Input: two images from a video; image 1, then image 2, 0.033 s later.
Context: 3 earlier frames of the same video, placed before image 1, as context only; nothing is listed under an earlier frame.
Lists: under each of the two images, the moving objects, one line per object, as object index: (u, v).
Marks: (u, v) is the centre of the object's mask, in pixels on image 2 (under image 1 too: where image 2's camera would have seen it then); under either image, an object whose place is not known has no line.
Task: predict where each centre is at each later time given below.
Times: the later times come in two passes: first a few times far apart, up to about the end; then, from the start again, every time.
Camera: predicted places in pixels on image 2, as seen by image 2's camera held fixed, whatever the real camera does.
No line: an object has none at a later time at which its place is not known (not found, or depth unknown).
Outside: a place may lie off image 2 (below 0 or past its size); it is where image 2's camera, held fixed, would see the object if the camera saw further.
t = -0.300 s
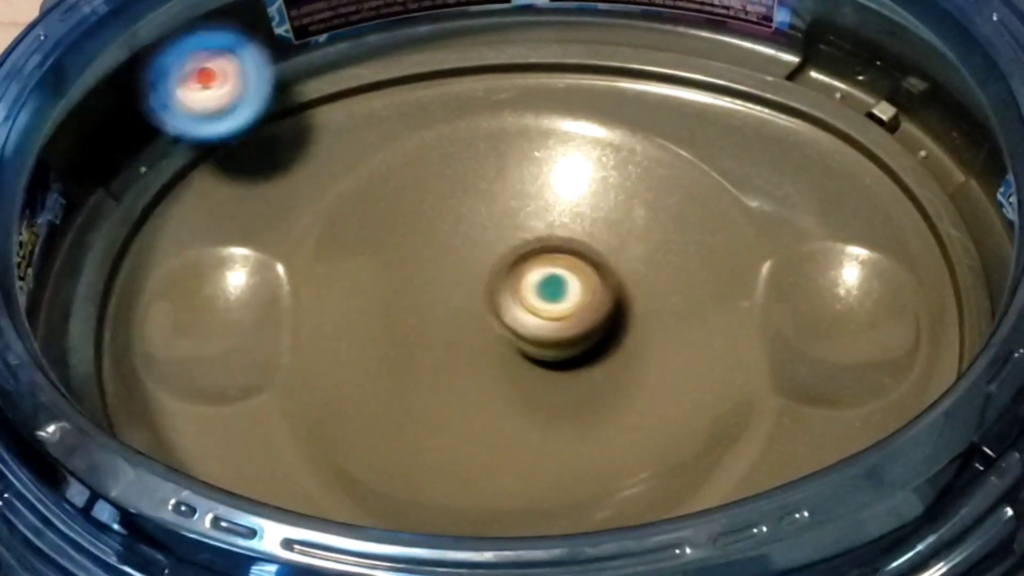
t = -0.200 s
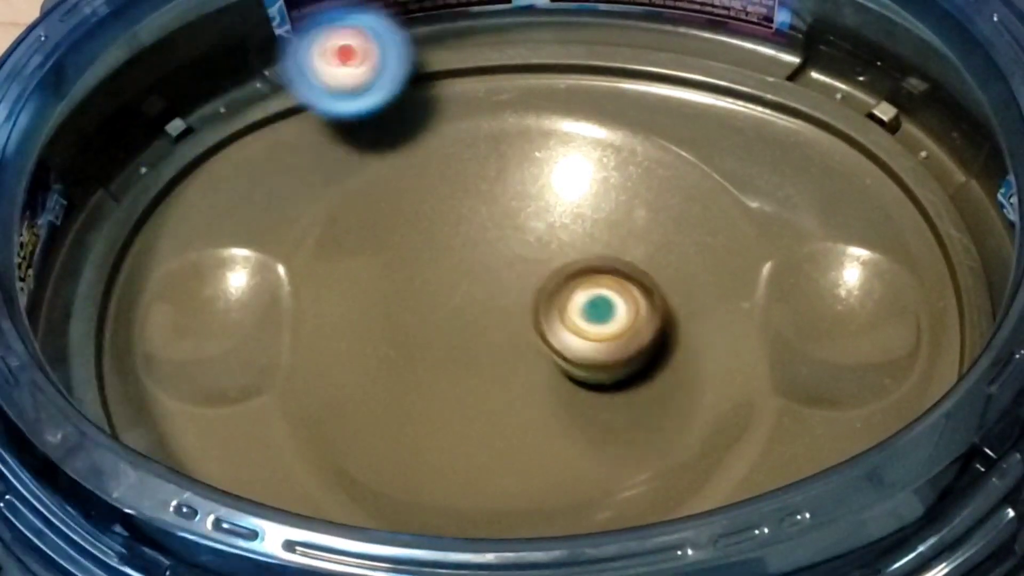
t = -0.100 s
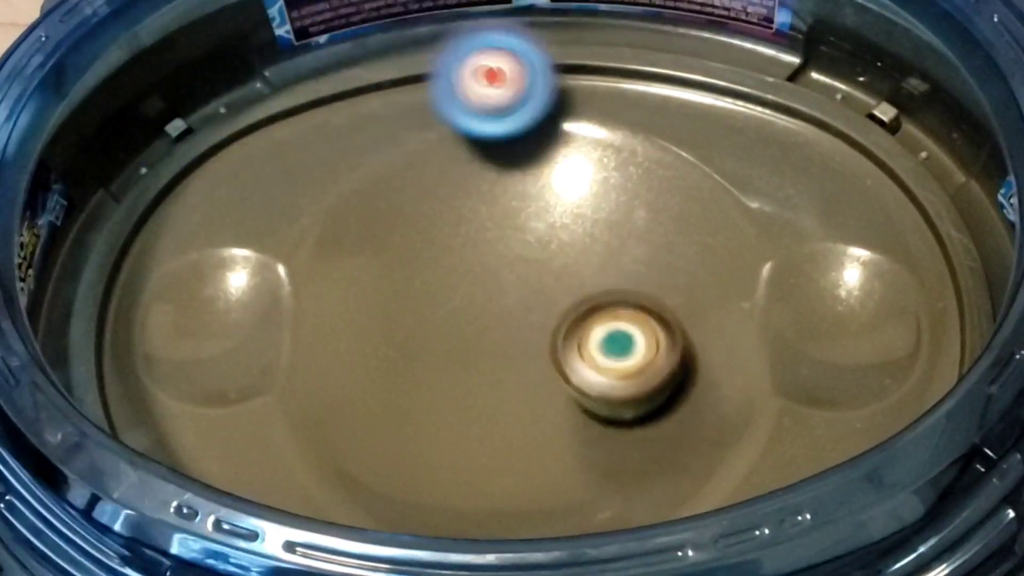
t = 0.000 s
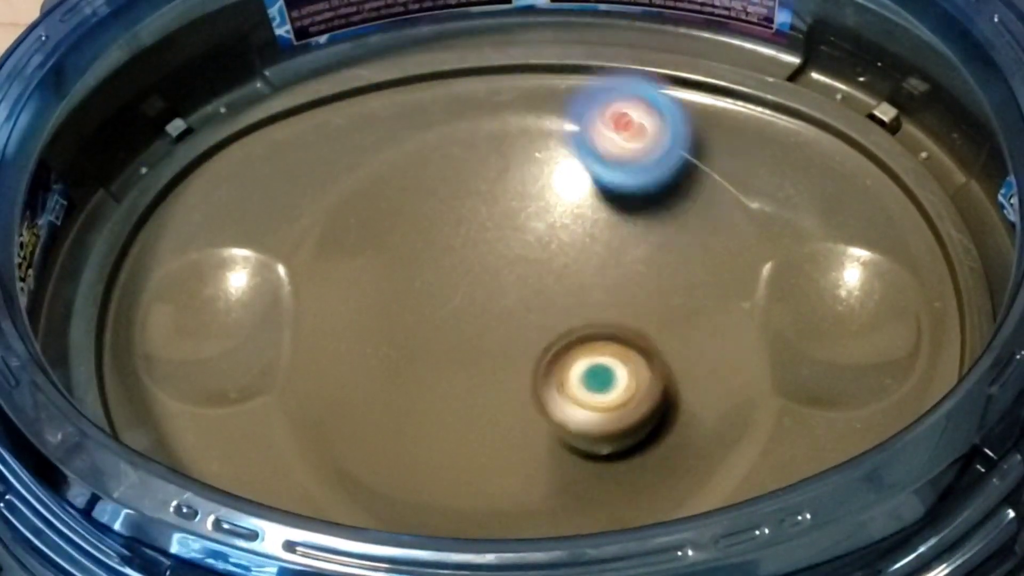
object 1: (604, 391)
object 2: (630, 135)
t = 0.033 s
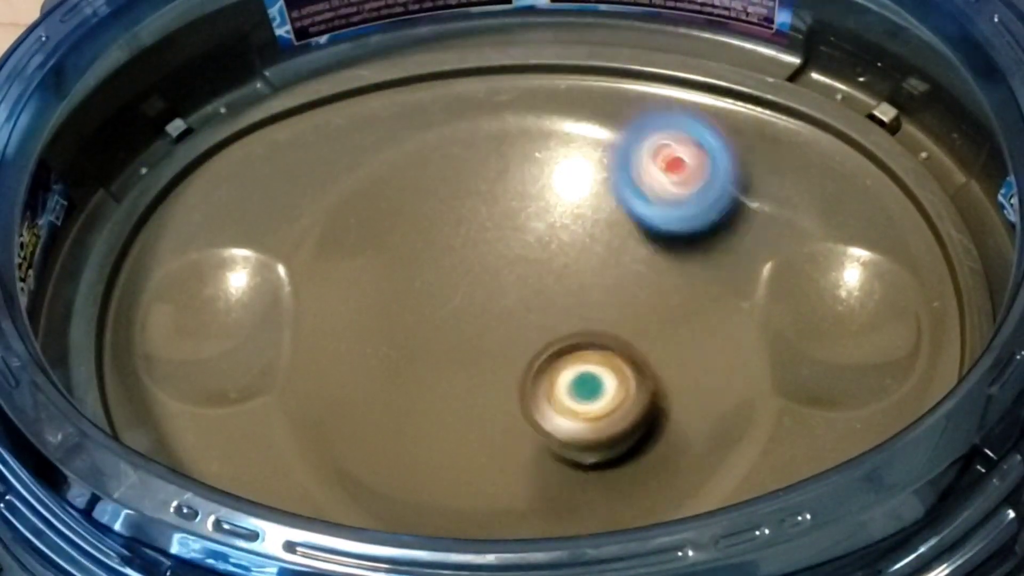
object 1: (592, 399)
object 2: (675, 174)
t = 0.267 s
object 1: (504, 376)
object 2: (660, 526)
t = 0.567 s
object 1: (574, 299)
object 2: (247, 109)
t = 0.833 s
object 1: (599, 349)
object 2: (505, 256)
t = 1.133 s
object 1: (581, 417)
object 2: (507, 274)
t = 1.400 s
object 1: (516, 366)
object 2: (454, 186)
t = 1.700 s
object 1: (569, 344)
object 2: (547, 208)
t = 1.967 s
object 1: (547, 366)
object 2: (456, 248)
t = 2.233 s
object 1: (559, 344)
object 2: (362, 218)
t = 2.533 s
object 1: (582, 346)
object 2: (438, 243)
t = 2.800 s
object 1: (606, 365)
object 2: (336, 296)
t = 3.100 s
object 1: (591, 337)
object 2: (361, 312)
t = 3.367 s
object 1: (629, 328)
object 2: (168, 331)
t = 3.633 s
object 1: (511, 336)
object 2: (241, 298)
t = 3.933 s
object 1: (542, 270)
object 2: (471, 424)
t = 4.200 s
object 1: (523, 299)
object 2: (614, 423)
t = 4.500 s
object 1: (417, 318)
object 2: (693, 249)
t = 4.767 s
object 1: (444, 340)
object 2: (585, 301)
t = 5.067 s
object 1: (469, 369)
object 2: (570, 277)
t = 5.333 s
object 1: (505, 399)
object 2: (523, 204)
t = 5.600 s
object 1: (584, 373)
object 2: (451, 307)
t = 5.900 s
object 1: (648, 340)
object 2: (499, 332)
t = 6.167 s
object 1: (607, 314)
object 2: (455, 258)
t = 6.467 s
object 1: (520, 229)
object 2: (412, 311)
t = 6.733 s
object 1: (502, 247)
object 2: (457, 404)
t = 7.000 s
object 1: (450, 327)
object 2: (526, 406)
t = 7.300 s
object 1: (418, 355)
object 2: (635, 301)
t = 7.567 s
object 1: (501, 367)
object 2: (586, 265)
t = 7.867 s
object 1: (582, 394)
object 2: (451, 214)
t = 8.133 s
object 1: (603, 338)
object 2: (459, 320)
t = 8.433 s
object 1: (583, 276)
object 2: (499, 431)
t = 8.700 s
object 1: (516, 261)
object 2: (599, 353)
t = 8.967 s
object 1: (463, 302)
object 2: (617, 318)
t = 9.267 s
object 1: (432, 373)
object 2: (503, 259)
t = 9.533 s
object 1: (500, 404)
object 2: (472, 276)
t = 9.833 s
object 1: (621, 390)
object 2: (501, 323)
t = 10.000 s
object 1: (727, 337)
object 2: (441, 331)
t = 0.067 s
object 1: (578, 405)
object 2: (712, 224)
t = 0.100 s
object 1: (561, 409)
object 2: (739, 284)
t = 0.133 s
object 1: (546, 409)
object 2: (751, 350)
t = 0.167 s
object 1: (533, 406)
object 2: (749, 417)
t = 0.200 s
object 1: (520, 400)
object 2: (735, 484)
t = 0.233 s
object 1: (510, 391)
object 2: (719, 532)
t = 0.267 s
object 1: (504, 376)
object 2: (660, 526)
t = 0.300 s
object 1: (502, 364)
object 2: (595, 499)
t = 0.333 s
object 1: (504, 350)
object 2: (538, 489)
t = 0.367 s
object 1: (507, 333)
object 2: (478, 457)
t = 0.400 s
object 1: (516, 326)
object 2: (419, 412)
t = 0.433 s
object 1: (525, 317)
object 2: (363, 356)
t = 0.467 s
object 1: (537, 307)
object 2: (318, 289)
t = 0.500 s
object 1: (549, 301)
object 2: (287, 219)
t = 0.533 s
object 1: (562, 298)
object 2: (264, 161)
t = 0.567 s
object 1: (574, 299)
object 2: (247, 109)
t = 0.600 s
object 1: (587, 304)
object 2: (270, 118)
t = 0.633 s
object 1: (594, 307)
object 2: (301, 140)
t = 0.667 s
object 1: (598, 314)
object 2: (324, 153)
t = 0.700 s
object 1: (600, 322)
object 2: (347, 167)
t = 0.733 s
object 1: (601, 329)
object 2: (377, 187)
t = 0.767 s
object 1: (602, 336)
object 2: (416, 211)
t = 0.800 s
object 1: (600, 342)
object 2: (462, 236)
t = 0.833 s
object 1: (599, 349)
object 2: (505, 256)
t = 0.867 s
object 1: (634, 367)
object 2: (501, 245)
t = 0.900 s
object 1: (659, 382)
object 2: (496, 245)
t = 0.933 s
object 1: (675, 394)
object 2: (495, 246)
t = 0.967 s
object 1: (680, 404)
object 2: (494, 247)
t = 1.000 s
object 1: (673, 412)
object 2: (496, 251)
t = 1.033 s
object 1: (658, 418)
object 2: (499, 256)
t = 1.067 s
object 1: (636, 421)
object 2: (501, 260)
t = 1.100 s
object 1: (609, 422)
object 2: (504, 266)
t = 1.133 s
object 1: (581, 417)
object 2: (507, 274)
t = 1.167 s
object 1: (555, 409)
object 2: (509, 283)
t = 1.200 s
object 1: (544, 413)
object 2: (493, 271)
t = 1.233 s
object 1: (537, 416)
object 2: (471, 249)
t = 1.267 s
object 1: (531, 414)
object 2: (455, 230)
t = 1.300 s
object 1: (526, 406)
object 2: (446, 214)
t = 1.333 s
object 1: (522, 395)
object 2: (443, 202)
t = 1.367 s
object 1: (518, 381)
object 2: (446, 192)
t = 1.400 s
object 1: (516, 366)
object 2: (454, 186)
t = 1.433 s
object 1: (516, 351)
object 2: (469, 185)
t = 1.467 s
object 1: (516, 337)
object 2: (486, 186)
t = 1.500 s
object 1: (518, 326)
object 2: (506, 192)
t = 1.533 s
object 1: (523, 323)
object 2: (516, 190)
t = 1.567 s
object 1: (531, 322)
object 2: (527, 188)
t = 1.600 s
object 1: (540, 322)
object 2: (538, 195)
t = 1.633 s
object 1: (553, 331)
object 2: (544, 194)
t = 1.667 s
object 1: (563, 339)
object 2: (547, 198)
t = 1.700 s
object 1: (569, 344)
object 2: (547, 208)
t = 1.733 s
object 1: (571, 347)
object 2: (543, 222)
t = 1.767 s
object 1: (577, 360)
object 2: (527, 222)
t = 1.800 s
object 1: (579, 369)
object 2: (512, 222)
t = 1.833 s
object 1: (579, 374)
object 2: (498, 225)
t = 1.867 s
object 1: (574, 376)
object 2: (485, 229)
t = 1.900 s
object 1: (566, 374)
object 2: (475, 235)
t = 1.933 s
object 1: (556, 371)
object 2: (464, 241)
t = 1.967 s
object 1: (547, 366)
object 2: (456, 248)
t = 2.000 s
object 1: (537, 359)
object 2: (449, 257)
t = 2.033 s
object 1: (542, 358)
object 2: (430, 255)
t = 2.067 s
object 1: (550, 359)
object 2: (404, 245)
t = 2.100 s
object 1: (557, 358)
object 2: (383, 237)
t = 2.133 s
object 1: (561, 356)
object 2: (368, 230)
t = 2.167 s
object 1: (562, 353)
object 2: (359, 223)
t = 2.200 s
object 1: (561, 348)
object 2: (357, 220)
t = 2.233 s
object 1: (559, 344)
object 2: (362, 218)
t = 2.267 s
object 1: (556, 339)
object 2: (374, 218)
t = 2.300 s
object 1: (552, 335)
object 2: (390, 220)
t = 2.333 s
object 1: (547, 331)
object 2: (410, 225)
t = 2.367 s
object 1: (544, 328)
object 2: (432, 231)
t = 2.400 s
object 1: (547, 329)
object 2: (445, 234)
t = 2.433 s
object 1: (562, 335)
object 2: (442, 230)
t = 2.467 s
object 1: (572, 341)
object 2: (439, 232)
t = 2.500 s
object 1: (579, 344)
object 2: (437, 236)
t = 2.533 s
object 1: (582, 346)
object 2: (438, 243)
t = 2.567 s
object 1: (581, 349)
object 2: (442, 252)
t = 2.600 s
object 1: (578, 350)
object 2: (446, 263)
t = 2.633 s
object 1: (573, 350)
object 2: (452, 277)
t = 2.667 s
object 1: (586, 354)
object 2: (432, 285)
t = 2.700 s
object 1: (600, 358)
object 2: (403, 288)
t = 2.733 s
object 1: (608, 361)
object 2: (376, 292)
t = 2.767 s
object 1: (609, 363)
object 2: (352, 294)
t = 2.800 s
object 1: (606, 365)
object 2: (336, 296)
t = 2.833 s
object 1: (598, 366)
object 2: (325, 299)
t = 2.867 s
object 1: (588, 367)
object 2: (321, 301)
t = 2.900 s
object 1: (578, 367)
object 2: (324, 303)
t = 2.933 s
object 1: (567, 366)
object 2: (333, 305)
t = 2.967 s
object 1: (557, 364)
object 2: (348, 306)
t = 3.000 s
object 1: (546, 360)
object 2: (368, 309)
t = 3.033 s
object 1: (538, 356)
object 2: (392, 311)
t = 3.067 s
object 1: (548, 348)
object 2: (394, 314)
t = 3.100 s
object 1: (591, 337)
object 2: (361, 312)
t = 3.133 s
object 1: (621, 328)
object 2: (334, 309)
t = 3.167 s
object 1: (647, 317)
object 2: (310, 307)
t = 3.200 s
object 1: (662, 311)
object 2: (290, 308)
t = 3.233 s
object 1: (668, 308)
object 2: (270, 313)
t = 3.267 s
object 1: (666, 309)
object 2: (245, 320)
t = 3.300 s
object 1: (657, 313)
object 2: (217, 329)
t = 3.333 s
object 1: (645, 320)
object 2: (189, 333)
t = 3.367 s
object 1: (629, 328)
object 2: (168, 331)
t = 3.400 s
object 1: (612, 335)
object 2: (153, 326)
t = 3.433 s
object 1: (593, 339)
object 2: (146, 319)
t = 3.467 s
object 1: (577, 342)
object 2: (144, 313)
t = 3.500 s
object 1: (561, 344)
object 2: (150, 308)
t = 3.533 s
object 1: (546, 343)
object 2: (165, 303)
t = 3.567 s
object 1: (532, 342)
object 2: (185, 299)
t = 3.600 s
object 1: (521, 339)
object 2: (214, 297)
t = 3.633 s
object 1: (511, 336)
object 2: (241, 298)
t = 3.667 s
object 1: (507, 331)
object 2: (267, 300)
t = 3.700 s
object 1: (502, 327)
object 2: (292, 307)
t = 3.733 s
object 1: (501, 321)
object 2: (315, 316)
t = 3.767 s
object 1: (502, 316)
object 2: (344, 325)
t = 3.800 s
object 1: (505, 311)
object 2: (378, 334)
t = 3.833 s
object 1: (518, 303)
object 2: (407, 349)
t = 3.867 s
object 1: (526, 286)
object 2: (428, 379)
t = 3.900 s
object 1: (537, 276)
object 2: (448, 403)
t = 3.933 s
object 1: (542, 270)
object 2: (471, 424)
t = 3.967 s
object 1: (545, 265)
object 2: (494, 441)
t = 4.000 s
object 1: (543, 265)
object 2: (517, 453)
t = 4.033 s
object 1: (543, 268)
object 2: (539, 461)
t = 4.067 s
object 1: (540, 272)
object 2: (560, 463)
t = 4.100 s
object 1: (537, 278)
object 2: (579, 460)
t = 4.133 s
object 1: (532, 285)
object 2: (595, 451)
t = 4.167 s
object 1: (527, 293)
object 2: (607, 438)
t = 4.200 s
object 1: (523, 299)
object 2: (614, 423)
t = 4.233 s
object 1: (517, 305)
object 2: (620, 404)
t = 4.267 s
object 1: (510, 312)
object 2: (622, 382)
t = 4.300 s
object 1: (503, 318)
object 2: (620, 361)
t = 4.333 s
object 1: (482, 324)
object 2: (639, 337)
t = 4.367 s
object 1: (455, 325)
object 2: (662, 315)
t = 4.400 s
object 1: (437, 324)
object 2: (677, 294)
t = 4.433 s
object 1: (424, 323)
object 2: (687, 275)
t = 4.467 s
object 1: (418, 322)
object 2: (693, 259)
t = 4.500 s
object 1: (417, 318)
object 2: (693, 249)
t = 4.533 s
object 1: (418, 315)
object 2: (688, 244)
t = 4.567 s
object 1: (422, 315)
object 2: (678, 246)
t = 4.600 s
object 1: (428, 314)
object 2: (663, 253)
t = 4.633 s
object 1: (435, 313)
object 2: (645, 265)
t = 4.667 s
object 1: (443, 316)
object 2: (624, 278)
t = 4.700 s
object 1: (453, 319)
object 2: (599, 292)
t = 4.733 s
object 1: (458, 324)
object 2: (579, 302)
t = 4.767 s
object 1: (444, 340)
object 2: (585, 301)
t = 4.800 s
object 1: (434, 353)
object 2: (590, 295)
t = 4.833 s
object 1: (430, 362)
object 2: (595, 294)
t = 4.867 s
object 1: (428, 367)
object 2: (597, 290)
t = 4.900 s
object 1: (430, 370)
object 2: (597, 287)
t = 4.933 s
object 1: (436, 373)
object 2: (596, 284)
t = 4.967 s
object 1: (442, 373)
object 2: (593, 281)
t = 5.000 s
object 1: (449, 371)
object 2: (587, 279)
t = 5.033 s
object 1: (459, 370)
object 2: (580, 278)
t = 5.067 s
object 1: (469, 369)
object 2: (570, 277)
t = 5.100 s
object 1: (475, 371)
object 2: (563, 273)
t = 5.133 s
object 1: (478, 381)
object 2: (560, 257)
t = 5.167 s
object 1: (481, 389)
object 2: (557, 243)
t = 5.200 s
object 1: (487, 394)
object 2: (551, 229)
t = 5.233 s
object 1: (492, 397)
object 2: (545, 217)
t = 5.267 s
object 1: (496, 399)
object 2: (537, 209)
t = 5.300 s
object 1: (500, 400)
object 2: (531, 205)
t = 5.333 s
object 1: (505, 399)
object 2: (523, 204)
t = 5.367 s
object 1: (511, 398)
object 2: (515, 208)
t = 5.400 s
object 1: (517, 396)
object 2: (507, 216)
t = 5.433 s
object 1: (524, 393)
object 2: (499, 228)
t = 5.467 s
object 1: (532, 390)
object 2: (490, 243)
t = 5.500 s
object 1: (542, 387)
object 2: (481, 260)
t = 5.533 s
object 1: (553, 383)
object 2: (472, 278)
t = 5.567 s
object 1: (567, 378)
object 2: (463, 294)
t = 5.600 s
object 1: (584, 373)
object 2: (451, 307)
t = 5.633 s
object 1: (598, 369)
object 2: (442, 319)
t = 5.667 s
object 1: (613, 363)
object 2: (436, 330)
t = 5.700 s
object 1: (626, 358)
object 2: (435, 339)
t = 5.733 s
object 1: (638, 353)
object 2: (438, 344)
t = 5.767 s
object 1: (646, 349)
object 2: (446, 348)
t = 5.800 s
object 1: (652, 346)
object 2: (459, 349)
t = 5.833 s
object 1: (653, 342)
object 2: (472, 347)
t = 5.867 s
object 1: (651, 341)
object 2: (486, 341)
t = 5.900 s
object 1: (648, 340)
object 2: (499, 332)
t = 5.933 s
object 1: (644, 341)
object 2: (508, 322)
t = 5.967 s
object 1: (646, 336)
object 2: (505, 313)
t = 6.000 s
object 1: (647, 333)
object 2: (498, 302)
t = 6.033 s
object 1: (644, 329)
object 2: (490, 290)
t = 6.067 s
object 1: (636, 324)
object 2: (481, 279)
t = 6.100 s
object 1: (627, 322)
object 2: (473, 269)
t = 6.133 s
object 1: (617, 319)
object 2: (463, 262)
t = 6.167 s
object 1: (607, 314)
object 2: (455, 258)
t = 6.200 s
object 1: (597, 311)
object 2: (444, 256)
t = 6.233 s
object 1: (585, 303)
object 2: (434, 255)
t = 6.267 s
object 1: (574, 294)
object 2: (426, 256)
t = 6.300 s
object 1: (563, 284)
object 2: (420, 260)
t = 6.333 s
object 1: (554, 273)
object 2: (415, 267)
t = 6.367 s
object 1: (545, 263)
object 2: (412, 277)
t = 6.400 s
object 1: (537, 252)
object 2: (409, 287)
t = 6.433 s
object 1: (526, 238)
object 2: (409, 298)
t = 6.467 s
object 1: (520, 229)
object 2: (412, 311)
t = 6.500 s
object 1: (517, 220)
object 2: (415, 326)
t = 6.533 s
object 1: (513, 215)
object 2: (419, 339)
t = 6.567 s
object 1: (511, 214)
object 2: (425, 350)
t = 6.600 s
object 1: (509, 215)
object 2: (431, 362)
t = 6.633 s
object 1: (507, 220)
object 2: (436, 375)
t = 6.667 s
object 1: (505, 228)
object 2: (443, 385)
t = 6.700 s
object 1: (504, 236)
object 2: (450, 394)
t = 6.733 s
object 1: (502, 247)
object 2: (457, 404)
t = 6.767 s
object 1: (500, 259)
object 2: (465, 411)
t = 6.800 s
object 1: (498, 271)
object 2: (472, 414)
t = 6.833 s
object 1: (495, 282)
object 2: (481, 417)
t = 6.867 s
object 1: (489, 292)
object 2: (490, 418)
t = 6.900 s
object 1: (483, 301)
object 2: (498, 418)
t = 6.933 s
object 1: (475, 311)
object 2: (506, 415)
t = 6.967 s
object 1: (463, 319)
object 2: (517, 412)
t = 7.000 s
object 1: (450, 327)
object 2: (526, 406)
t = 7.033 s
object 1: (437, 336)
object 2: (539, 398)
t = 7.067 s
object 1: (428, 344)
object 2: (553, 390)
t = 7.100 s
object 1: (418, 348)
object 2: (567, 379)
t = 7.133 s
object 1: (411, 350)
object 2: (582, 365)
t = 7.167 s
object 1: (406, 352)
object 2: (596, 352)
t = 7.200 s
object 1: (406, 353)
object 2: (608, 339)
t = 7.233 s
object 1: (408, 354)
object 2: (620, 324)
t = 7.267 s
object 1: (412, 354)
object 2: (630, 312)
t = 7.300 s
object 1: (418, 355)
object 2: (635, 301)
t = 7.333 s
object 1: (425, 356)
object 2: (638, 290)
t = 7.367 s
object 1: (435, 357)
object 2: (637, 283)
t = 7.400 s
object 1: (445, 358)
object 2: (634, 277)
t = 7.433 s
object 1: (456, 359)
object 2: (629, 271)
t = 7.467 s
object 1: (467, 361)
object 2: (621, 268)
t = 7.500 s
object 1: (477, 362)
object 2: (610, 265)
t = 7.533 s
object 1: (489, 365)
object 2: (599, 264)
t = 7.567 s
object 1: (501, 367)
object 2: (586, 265)
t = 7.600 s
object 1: (511, 373)
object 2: (568, 263)
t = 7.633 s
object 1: (523, 381)
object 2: (546, 259)
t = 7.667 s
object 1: (534, 390)
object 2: (529, 249)
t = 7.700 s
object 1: (544, 396)
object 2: (513, 240)
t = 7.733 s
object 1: (553, 400)
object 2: (495, 231)
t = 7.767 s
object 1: (562, 401)
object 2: (482, 222)
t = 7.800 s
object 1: (570, 400)
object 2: (469, 217)
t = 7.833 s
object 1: (576, 398)
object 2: (457, 212)
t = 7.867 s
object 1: (582, 394)
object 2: (451, 214)
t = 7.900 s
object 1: (586, 389)
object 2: (447, 217)
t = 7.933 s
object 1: (589, 384)
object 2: (447, 223)
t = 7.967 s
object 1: (592, 378)
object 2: (445, 233)
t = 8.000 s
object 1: (594, 371)
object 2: (448, 243)
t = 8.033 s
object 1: (595, 364)
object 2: (450, 258)
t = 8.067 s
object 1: (598, 356)
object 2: (452, 276)
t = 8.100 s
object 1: (600, 347)
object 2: (456, 297)
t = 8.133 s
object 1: (603, 338)
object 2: (459, 320)
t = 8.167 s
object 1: (604, 329)
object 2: (461, 341)
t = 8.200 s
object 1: (603, 320)
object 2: (464, 364)
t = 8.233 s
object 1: (602, 309)
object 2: (467, 381)
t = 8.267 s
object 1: (603, 303)
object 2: (472, 399)
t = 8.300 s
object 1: (600, 296)
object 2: (476, 411)
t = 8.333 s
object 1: (597, 290)
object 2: (482, 422)
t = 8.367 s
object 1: (592, 284)
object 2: (487, 428)
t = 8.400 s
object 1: (588, 279)
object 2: (493, 430)
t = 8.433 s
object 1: (583, 276)
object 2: (499, 431)
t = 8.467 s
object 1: (577, 272)
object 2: (505, 425)
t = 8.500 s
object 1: (571, 270)
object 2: (514, 419)
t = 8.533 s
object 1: (563, 271)
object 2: (524, 408)
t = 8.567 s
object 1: (556, 270)
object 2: (538, 396)
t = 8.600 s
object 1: (548, 267)
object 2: (550, 383)
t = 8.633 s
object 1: (537, 264)
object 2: (565, 367)
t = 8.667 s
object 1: (524, 260)
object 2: (584, 359)
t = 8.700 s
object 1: (516, 261)
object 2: (599, 353)
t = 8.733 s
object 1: (509, 263)
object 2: (612, 350)
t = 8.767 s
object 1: (504, 268)
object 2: (623, 344)
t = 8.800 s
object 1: (496, 273)
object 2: (632, 340)
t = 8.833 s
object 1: (489, 278)
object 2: (633, 335)
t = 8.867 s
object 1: (481, 283)
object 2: (634, 332)
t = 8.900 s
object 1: (474, 289)
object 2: (629, 327)
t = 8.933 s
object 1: (469, 295)
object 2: (627, 323)
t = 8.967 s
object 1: (463, 302)
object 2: (617, 318)
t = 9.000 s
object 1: (458, 311)
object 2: (607, 311)
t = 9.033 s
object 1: (452, 318)
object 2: (592, 304)
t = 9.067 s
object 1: (448, 326)
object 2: (574, 297)
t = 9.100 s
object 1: (443, 334)
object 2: (562, 287)
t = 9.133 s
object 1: (437, 344)
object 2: (551, 278)
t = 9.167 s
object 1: (434, 354)
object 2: (538, 271)
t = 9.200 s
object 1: (431, 362)
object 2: (528, 266)
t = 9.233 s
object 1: (431, 368)
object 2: (514, 262)
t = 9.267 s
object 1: (432, 373)
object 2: (503, 259)
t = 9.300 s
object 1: (436, 378)
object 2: (492, 260)
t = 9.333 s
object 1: (442, 386)
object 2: (481, 257)
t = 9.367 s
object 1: (448, 390)
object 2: (480, 258)
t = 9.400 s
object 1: (456, 394)
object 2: (476, 260)
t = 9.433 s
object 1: (465, 397)
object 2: (471, 263)
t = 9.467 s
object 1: (477, 399)
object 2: (470, 267)
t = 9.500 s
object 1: (489, 402)
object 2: (470, 271)
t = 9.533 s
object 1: (500, 404)
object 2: (472, 276)
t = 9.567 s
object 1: (513, 404)
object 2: (471, 285)
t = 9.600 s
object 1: (527, 405)
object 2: (471, 291)
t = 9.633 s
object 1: (546, 408)
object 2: (467, 292)
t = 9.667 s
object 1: (564, 410)
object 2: (468, 299)
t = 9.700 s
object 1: (578, 407)
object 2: (475, 303)
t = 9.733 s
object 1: (591, 404)
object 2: (480, 307)
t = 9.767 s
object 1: (603, 400)
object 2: (485, 311)
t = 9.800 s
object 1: (613, 396)
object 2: (492, 317)
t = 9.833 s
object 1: (621, 390)
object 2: (501, 323)
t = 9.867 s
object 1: (628, 384)
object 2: (510, 327)
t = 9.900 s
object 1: (658, 374)
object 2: (492, 334)
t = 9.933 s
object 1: (686, 359)
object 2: (462, 333)
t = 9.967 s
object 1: (710, 348)
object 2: (453, 330)
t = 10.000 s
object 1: (727, 337)
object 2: (441, 331)
